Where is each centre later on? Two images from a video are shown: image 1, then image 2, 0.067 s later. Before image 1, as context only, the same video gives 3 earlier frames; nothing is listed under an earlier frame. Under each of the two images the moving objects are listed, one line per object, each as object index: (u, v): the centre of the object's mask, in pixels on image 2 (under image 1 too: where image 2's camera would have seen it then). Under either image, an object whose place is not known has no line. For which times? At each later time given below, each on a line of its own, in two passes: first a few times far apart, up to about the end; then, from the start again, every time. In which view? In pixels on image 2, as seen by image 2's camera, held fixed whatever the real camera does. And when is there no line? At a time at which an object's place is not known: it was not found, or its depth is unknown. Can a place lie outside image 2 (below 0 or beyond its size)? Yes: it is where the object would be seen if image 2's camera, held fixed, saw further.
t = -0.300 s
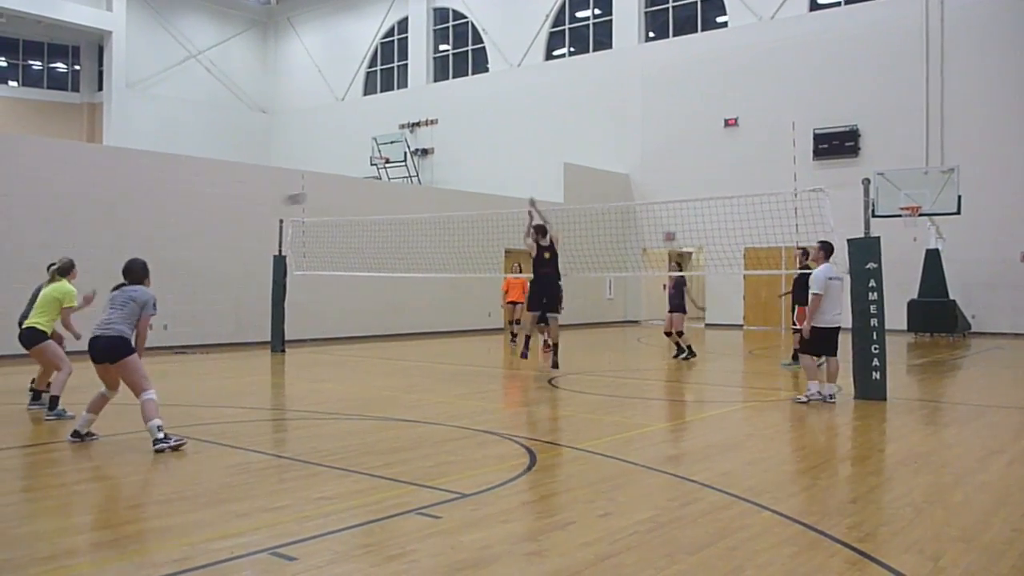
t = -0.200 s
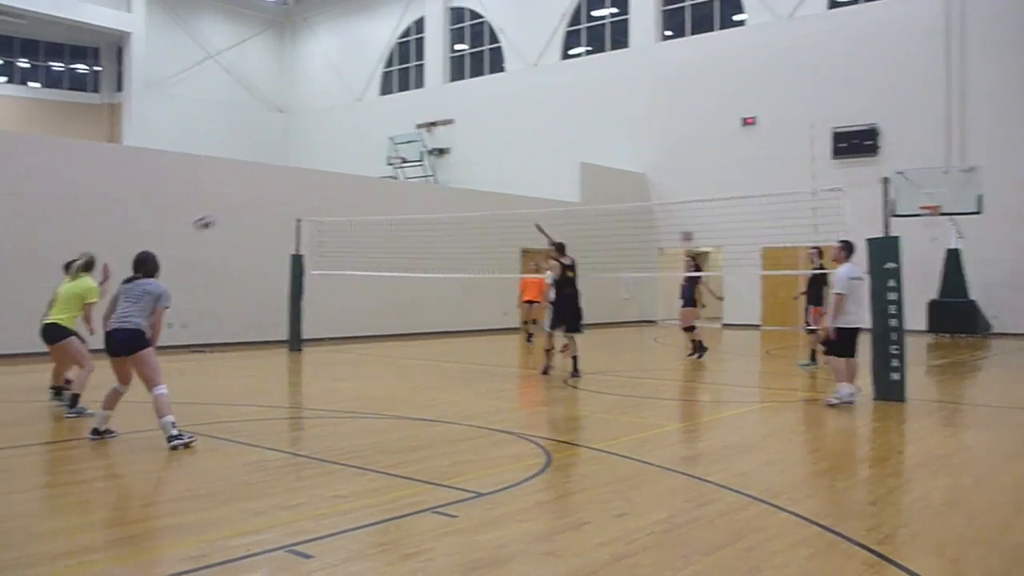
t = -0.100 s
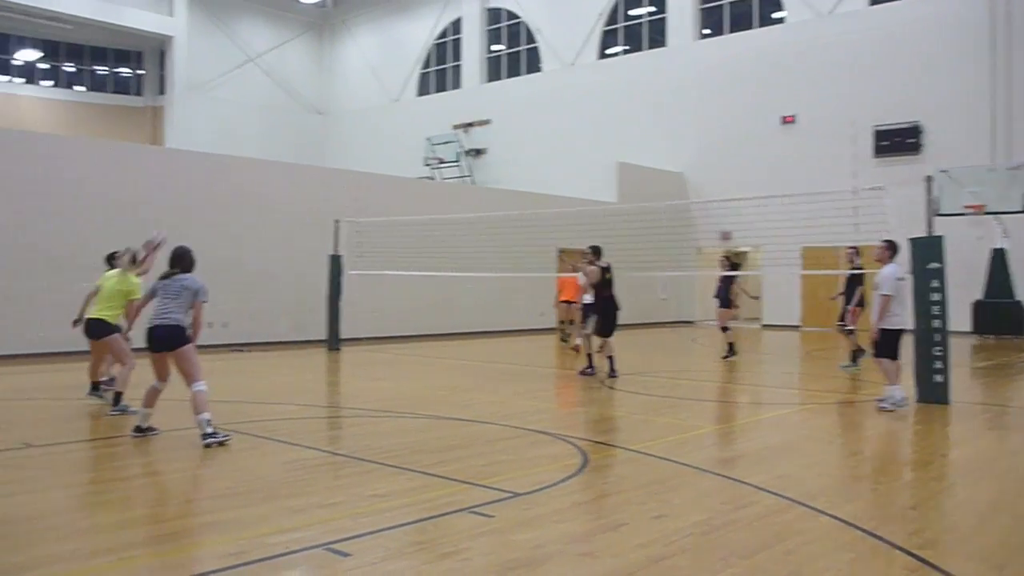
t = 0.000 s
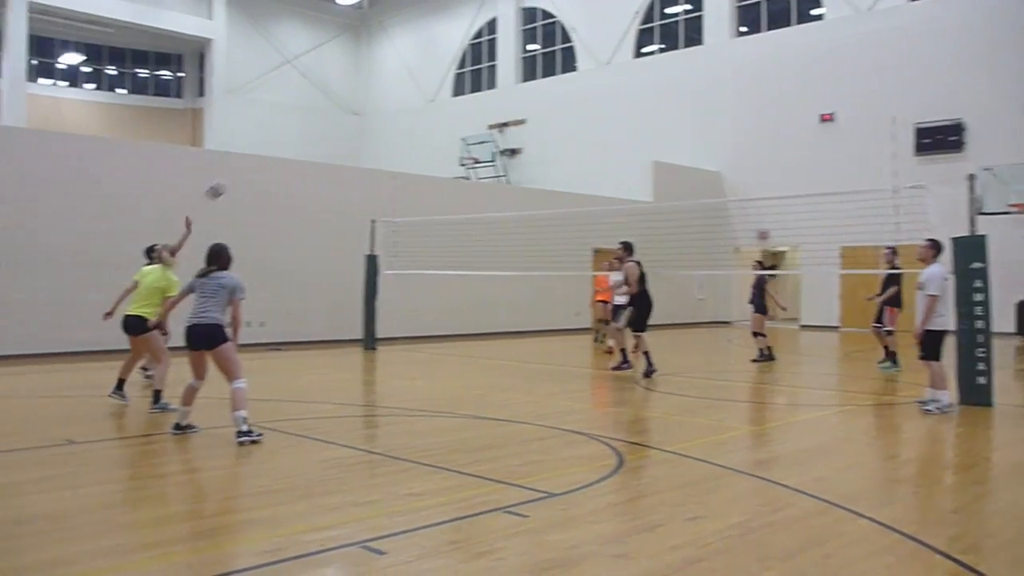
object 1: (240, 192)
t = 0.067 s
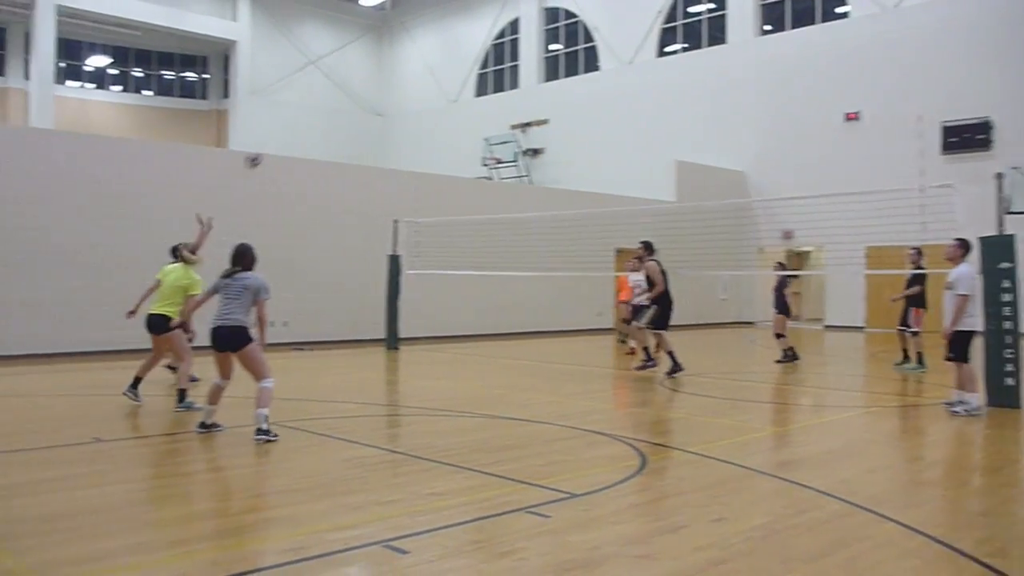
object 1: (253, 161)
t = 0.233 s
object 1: (287, 100)
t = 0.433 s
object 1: (327, 57)
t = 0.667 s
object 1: (373, 46)
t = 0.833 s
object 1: (405, 64)
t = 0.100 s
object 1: (260, 147)
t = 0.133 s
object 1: (266, 134)
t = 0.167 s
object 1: (274, 121)
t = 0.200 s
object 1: (280, 110)
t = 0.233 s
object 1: (287, 100)
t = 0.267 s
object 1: (293, 91)
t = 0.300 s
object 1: (300, 82)
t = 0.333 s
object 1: (307, 75)
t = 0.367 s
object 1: (314, 68)
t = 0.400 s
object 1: (320, 63)
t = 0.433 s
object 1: (327, 57)
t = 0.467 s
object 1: (334, 53)
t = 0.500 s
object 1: (340, 50)
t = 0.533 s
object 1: (347, 47)
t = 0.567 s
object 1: (354, 46)
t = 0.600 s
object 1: (360, 45)
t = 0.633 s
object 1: (366, 45)
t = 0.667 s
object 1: (373, 46)
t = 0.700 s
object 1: (379, 49)
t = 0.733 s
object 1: (386, 51)
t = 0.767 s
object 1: (392, 54)
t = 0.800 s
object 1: (398, 58)
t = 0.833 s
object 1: (405, 64)
